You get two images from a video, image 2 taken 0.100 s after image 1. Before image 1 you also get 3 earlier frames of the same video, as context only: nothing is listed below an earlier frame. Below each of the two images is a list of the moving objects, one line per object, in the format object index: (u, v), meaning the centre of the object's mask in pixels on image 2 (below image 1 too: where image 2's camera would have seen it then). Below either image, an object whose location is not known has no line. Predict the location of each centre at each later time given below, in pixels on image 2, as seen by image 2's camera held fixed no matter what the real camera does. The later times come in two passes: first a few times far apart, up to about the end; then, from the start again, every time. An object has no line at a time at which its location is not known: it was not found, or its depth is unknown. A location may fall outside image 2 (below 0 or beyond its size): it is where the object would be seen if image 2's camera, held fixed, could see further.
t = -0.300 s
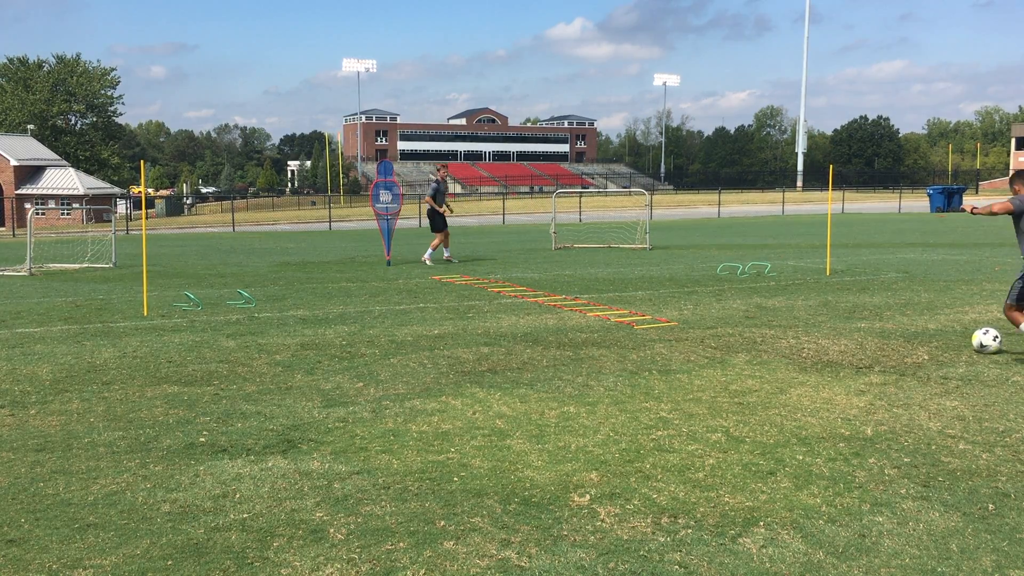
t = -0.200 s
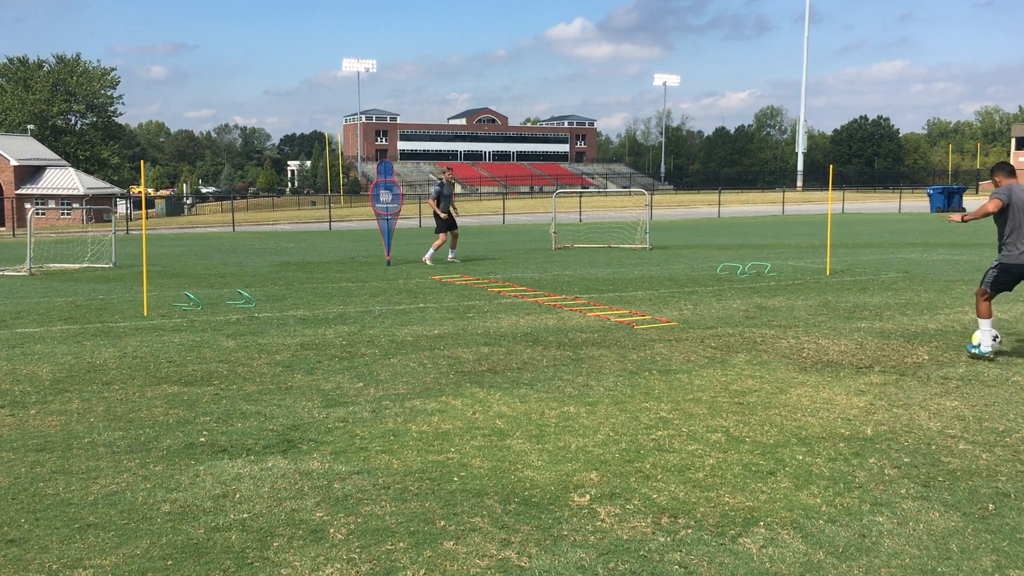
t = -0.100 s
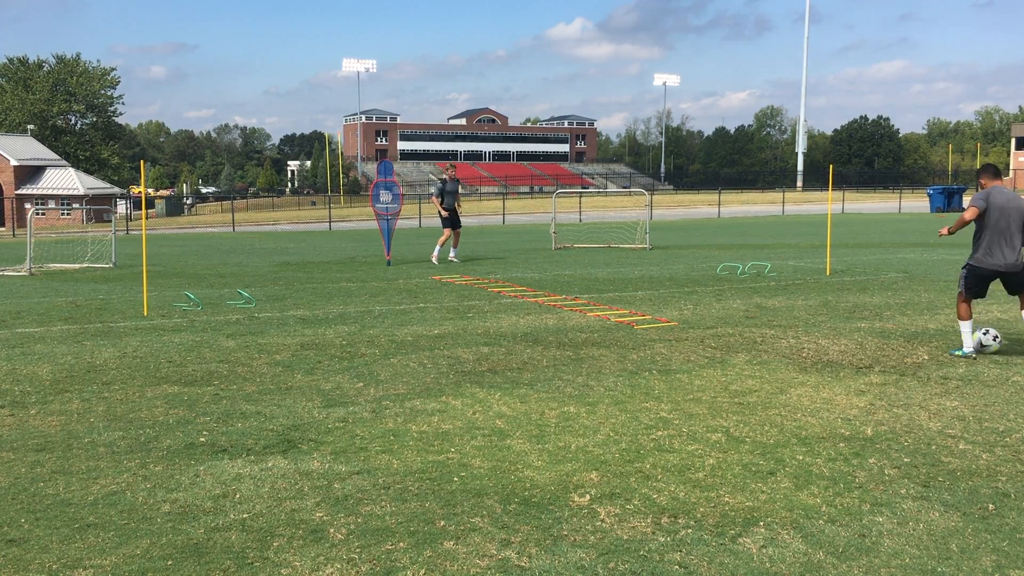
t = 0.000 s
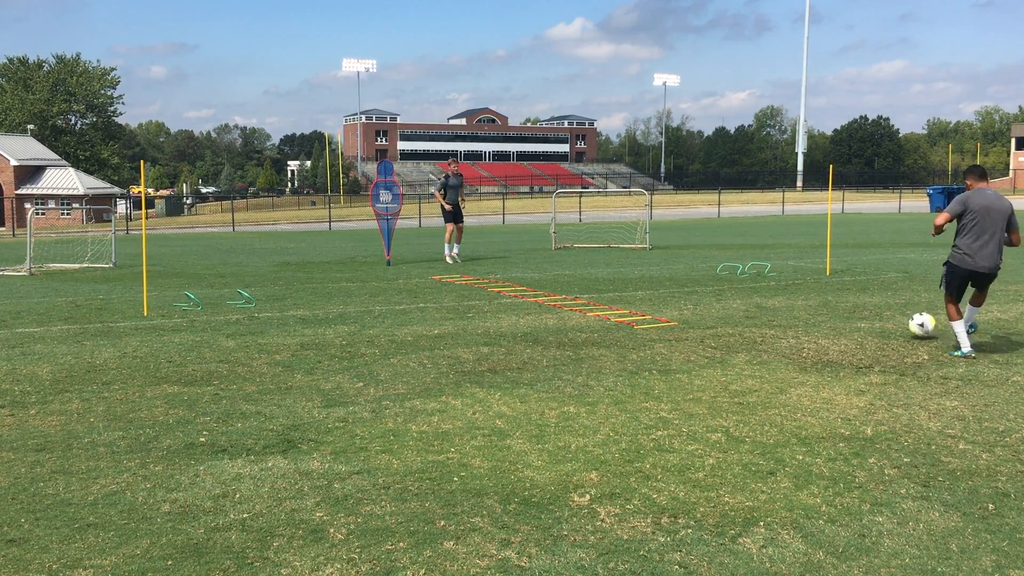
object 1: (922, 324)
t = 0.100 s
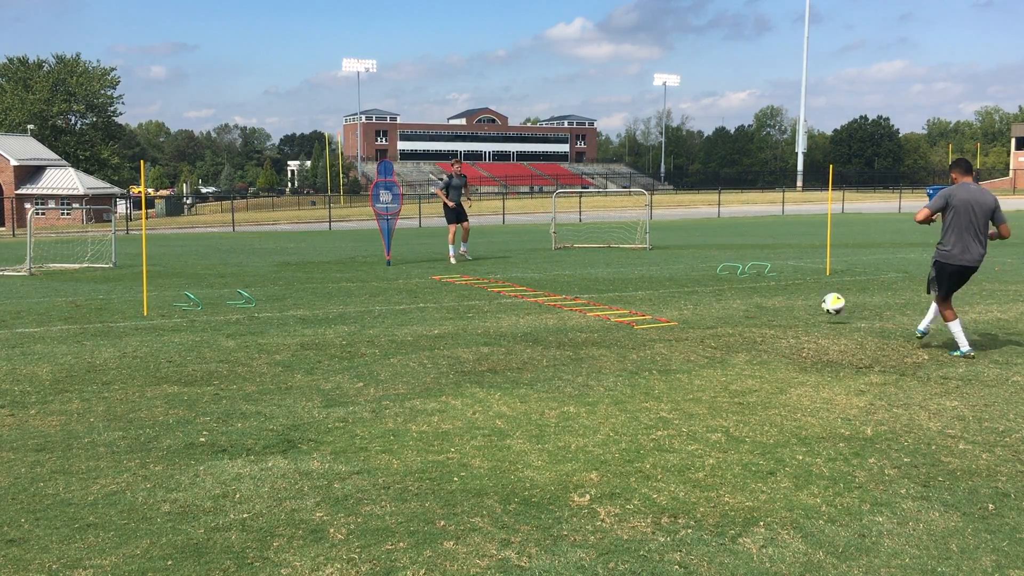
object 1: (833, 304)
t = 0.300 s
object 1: (706, 287)
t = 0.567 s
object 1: (603, 272)
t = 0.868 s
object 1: (529, 260)
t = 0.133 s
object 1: (807, 300)
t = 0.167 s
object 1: (784, 298)
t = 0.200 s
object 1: (761, 297)
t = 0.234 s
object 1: (740, 298)
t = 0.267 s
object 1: (722, 293)
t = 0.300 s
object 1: (706, 287)
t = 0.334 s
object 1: (691, 283)
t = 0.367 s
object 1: (676, 280)
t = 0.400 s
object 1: (662, 279)
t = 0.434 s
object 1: (649, 278)
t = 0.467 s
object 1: (636, 279)
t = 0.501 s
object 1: (623, 278)
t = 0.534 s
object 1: (613, 275)
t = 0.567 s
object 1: (603, 272)
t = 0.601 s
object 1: (593, 269)
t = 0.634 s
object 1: (584, 268)
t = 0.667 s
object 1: (575, 268)
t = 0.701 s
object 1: (567, 268)
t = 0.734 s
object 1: (559, 268)
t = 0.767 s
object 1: (551, 265)
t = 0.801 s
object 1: (544, 263)
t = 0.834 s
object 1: (536, 261)
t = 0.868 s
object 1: (529, 260)
